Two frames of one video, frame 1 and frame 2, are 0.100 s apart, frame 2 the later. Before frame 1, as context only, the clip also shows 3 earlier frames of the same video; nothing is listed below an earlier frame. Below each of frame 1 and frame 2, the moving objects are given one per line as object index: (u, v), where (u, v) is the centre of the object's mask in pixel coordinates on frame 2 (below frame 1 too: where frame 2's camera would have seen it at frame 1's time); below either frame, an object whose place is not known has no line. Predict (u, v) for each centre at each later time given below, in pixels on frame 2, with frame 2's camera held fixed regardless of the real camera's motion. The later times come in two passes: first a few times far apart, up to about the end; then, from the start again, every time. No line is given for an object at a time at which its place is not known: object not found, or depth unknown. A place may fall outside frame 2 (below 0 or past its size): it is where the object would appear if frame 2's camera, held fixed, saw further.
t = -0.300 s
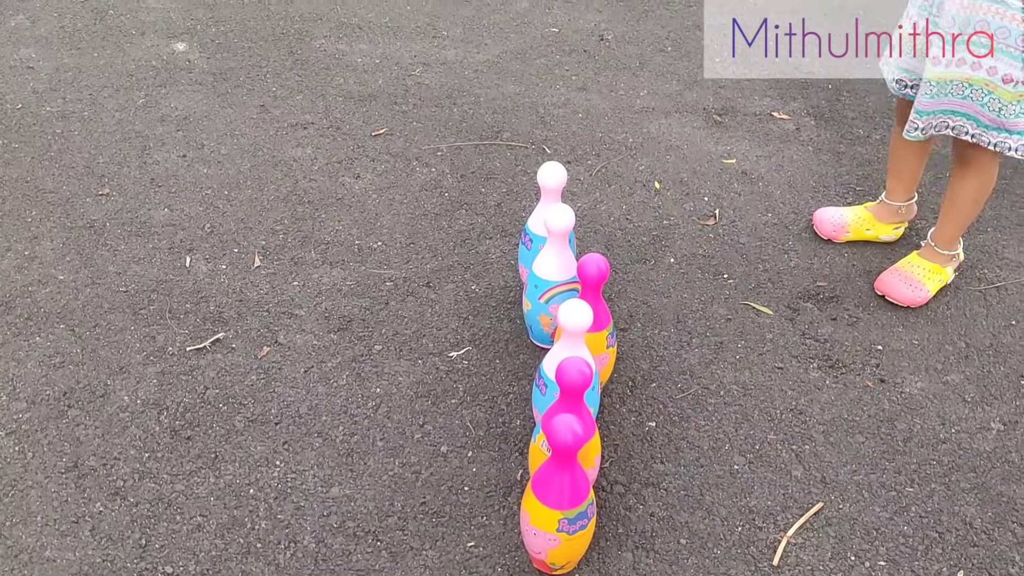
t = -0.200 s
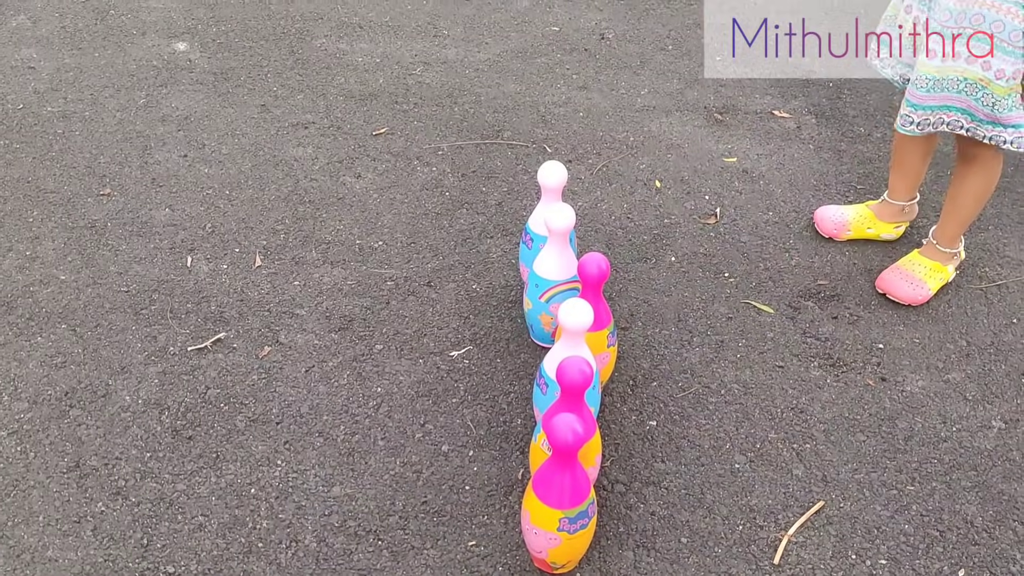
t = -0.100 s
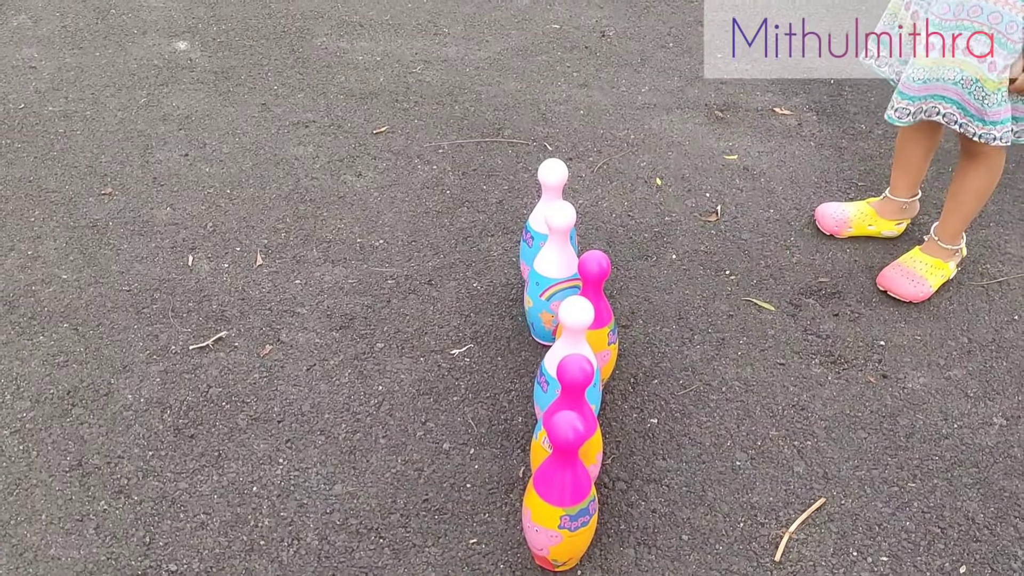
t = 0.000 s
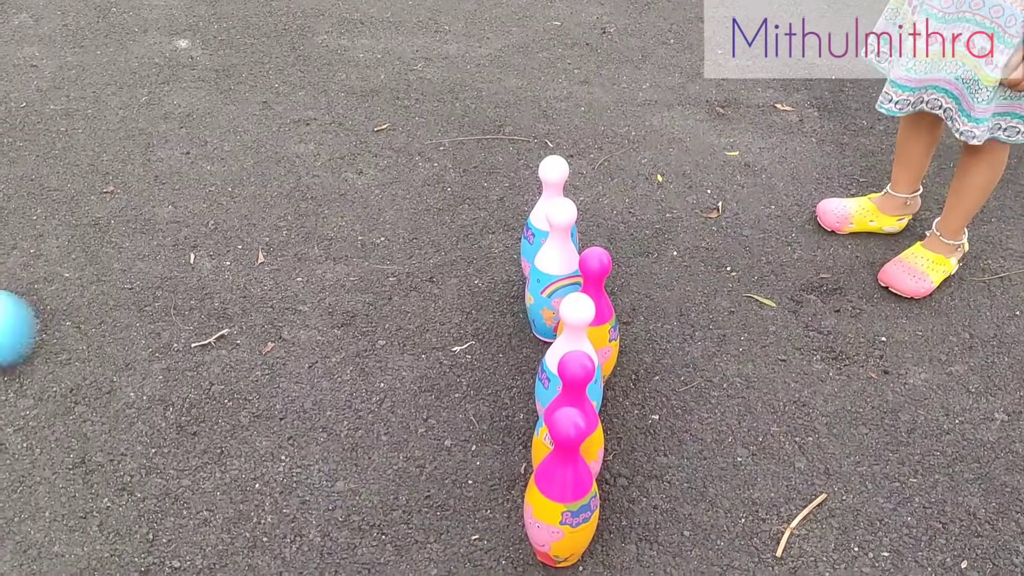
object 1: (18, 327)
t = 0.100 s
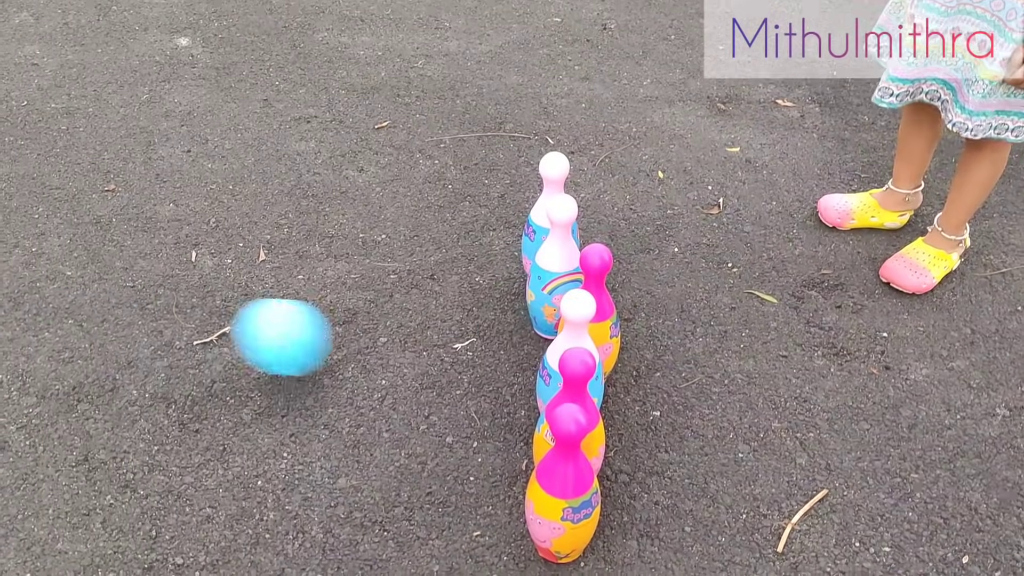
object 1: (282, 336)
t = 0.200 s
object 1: (521, 348)
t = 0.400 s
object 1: (463, 291)
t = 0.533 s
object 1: (447, 276)
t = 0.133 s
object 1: (383, 351)
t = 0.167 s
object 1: (479, 363)
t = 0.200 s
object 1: (521, 348)
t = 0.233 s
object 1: (515, 330)
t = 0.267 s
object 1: (504, 320)
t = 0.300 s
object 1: (488, 319)
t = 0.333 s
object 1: (478, 308)
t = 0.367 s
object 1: (470, 297)
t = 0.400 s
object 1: (463, 291)
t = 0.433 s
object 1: (455, 291)
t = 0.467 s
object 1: (450, 288)
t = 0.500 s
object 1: (448, 279)
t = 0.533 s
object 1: (447, 276)
